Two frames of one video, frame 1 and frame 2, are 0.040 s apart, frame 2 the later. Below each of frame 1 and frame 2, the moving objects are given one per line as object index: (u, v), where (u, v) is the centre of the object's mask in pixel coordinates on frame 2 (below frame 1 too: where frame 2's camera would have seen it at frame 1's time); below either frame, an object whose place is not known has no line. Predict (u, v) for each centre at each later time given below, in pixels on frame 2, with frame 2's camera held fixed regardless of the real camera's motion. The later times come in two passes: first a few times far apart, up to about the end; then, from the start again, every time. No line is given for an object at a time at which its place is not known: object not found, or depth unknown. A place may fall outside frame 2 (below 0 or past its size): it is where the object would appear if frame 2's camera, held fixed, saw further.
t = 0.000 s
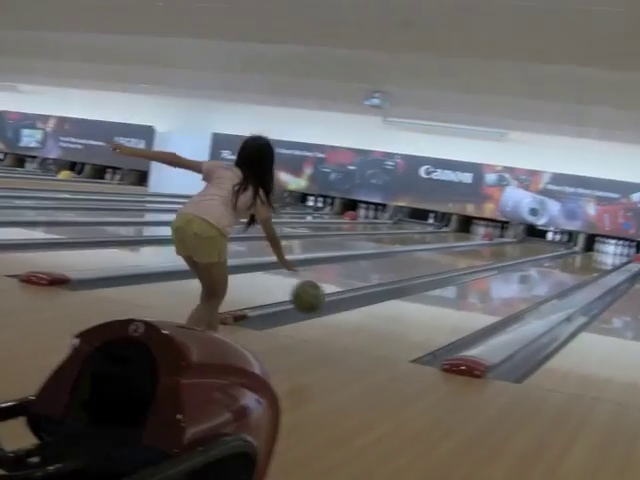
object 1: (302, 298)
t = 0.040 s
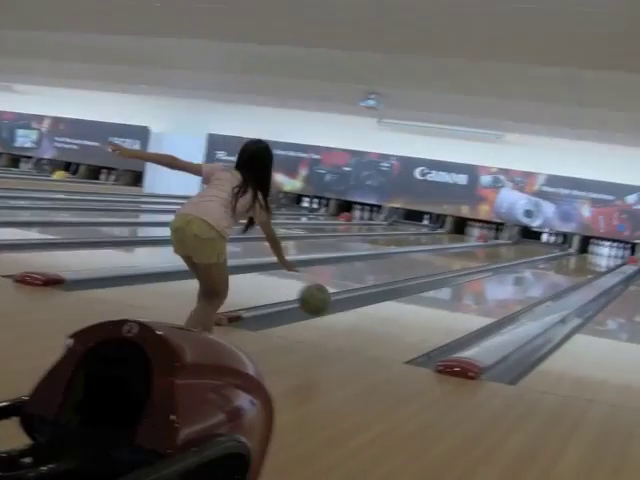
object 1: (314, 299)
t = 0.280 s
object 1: (374, 306)
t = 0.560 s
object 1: (424, 301)
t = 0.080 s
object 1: (325, 303)
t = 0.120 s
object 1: (336, 309)
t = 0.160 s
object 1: (345, 315)
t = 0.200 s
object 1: (356, 316)
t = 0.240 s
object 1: (365, 309)
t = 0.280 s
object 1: (374, 306)
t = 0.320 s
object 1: (382, 303)
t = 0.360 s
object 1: (390, 304)
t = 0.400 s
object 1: (397, 305)
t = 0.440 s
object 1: (405, 305)
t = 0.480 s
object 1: (412, 302)
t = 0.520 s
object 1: (418, 301)
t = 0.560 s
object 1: (424, 301)
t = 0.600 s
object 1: (429, 298)
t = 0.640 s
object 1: (435, 297)
